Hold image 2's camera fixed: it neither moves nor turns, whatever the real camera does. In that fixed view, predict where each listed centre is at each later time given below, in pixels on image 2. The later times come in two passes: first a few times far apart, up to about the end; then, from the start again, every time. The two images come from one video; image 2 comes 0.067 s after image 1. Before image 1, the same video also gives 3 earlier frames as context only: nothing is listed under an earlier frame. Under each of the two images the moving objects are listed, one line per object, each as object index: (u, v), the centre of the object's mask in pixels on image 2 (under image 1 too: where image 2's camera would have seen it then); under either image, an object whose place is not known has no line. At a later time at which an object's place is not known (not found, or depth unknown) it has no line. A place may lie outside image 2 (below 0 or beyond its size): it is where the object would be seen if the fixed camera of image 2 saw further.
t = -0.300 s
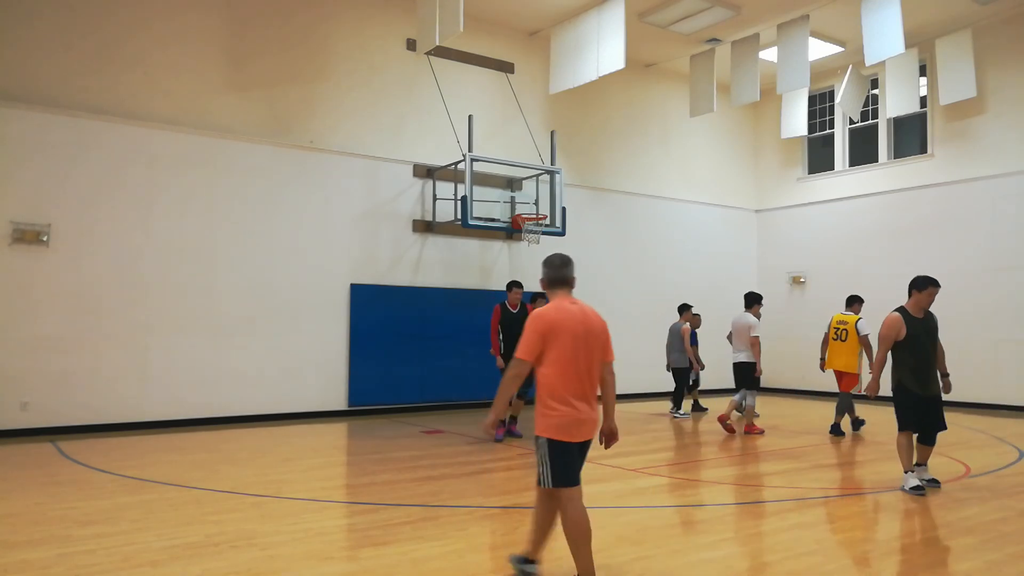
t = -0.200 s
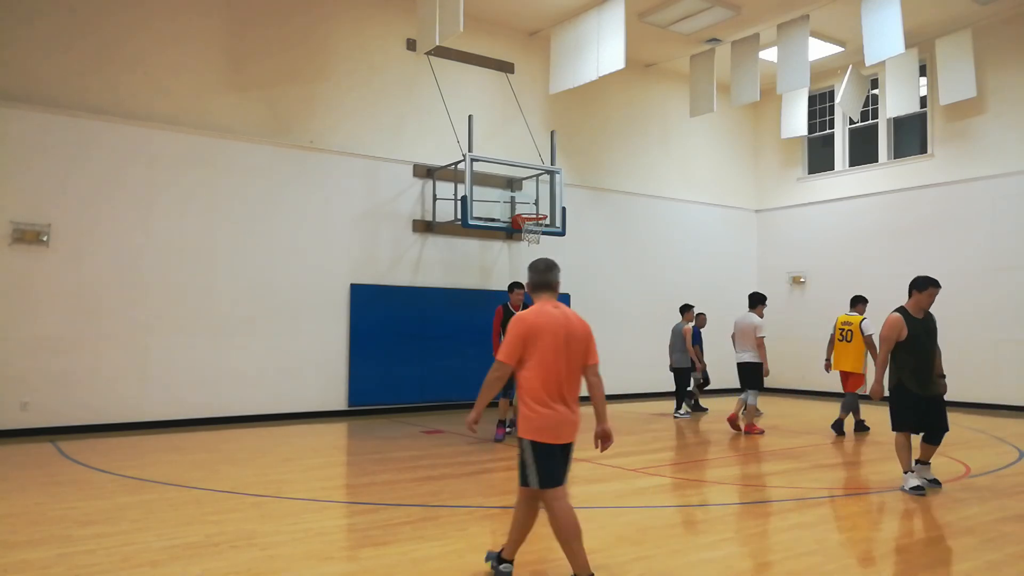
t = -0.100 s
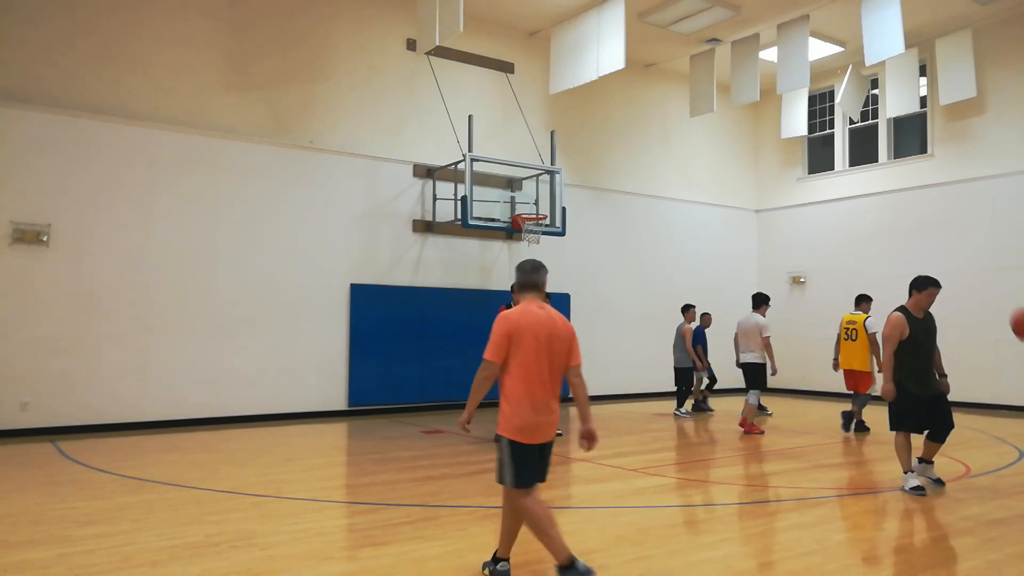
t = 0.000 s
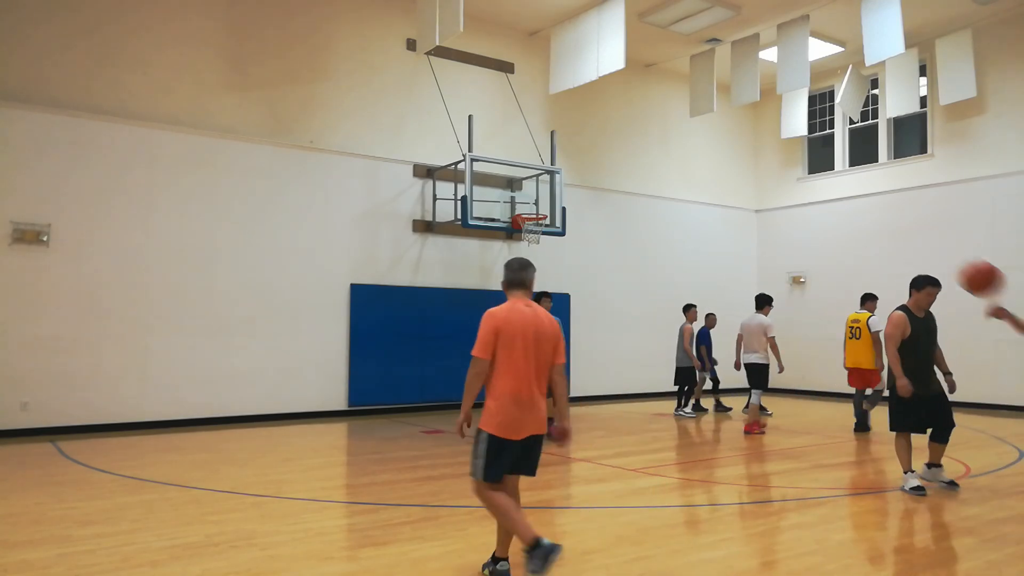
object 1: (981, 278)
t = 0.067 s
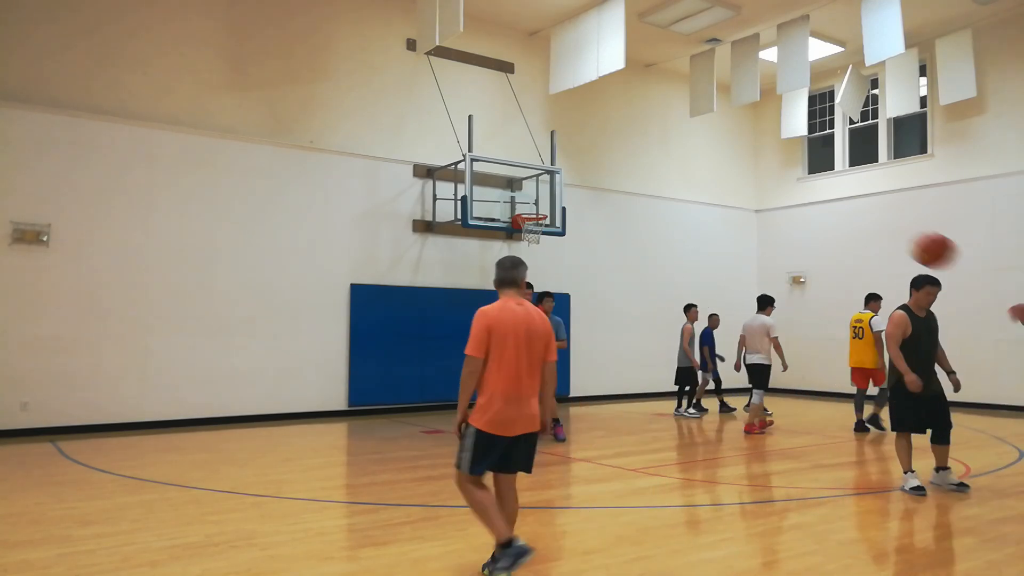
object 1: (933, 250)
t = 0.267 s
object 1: (780, 197)
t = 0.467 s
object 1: (613, 202)
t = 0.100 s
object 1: (909, 238)
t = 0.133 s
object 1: (884, 227)
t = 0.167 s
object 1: (859, 218)
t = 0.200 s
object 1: (834, 210)
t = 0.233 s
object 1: (807, 203)
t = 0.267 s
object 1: (780, 197)
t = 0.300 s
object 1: (755, 194)
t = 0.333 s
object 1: (728, 192)
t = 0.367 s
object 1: (700, 192)
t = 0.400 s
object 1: (671, 193)
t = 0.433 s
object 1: (642, 197)
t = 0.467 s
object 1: (613, 202)
